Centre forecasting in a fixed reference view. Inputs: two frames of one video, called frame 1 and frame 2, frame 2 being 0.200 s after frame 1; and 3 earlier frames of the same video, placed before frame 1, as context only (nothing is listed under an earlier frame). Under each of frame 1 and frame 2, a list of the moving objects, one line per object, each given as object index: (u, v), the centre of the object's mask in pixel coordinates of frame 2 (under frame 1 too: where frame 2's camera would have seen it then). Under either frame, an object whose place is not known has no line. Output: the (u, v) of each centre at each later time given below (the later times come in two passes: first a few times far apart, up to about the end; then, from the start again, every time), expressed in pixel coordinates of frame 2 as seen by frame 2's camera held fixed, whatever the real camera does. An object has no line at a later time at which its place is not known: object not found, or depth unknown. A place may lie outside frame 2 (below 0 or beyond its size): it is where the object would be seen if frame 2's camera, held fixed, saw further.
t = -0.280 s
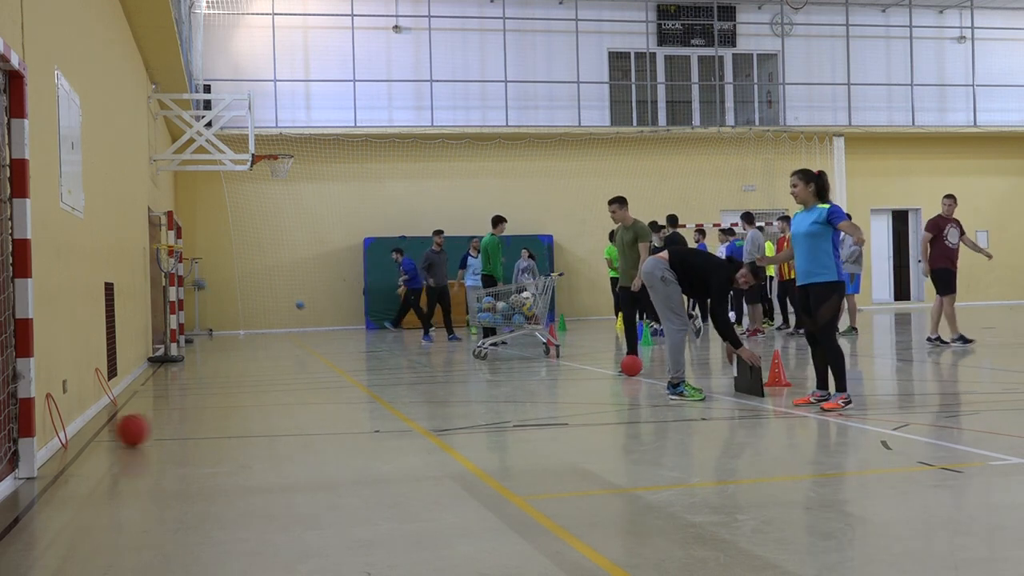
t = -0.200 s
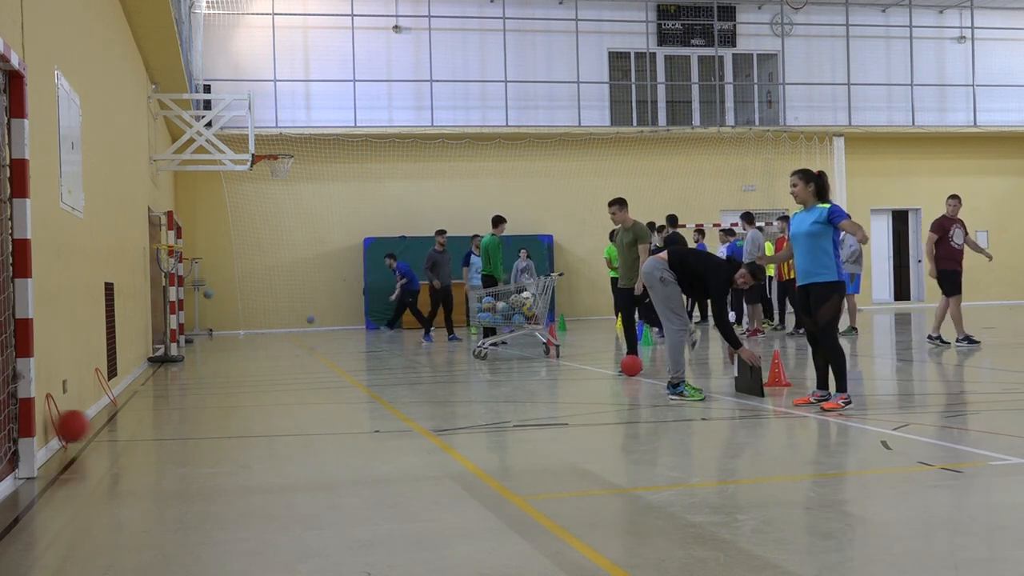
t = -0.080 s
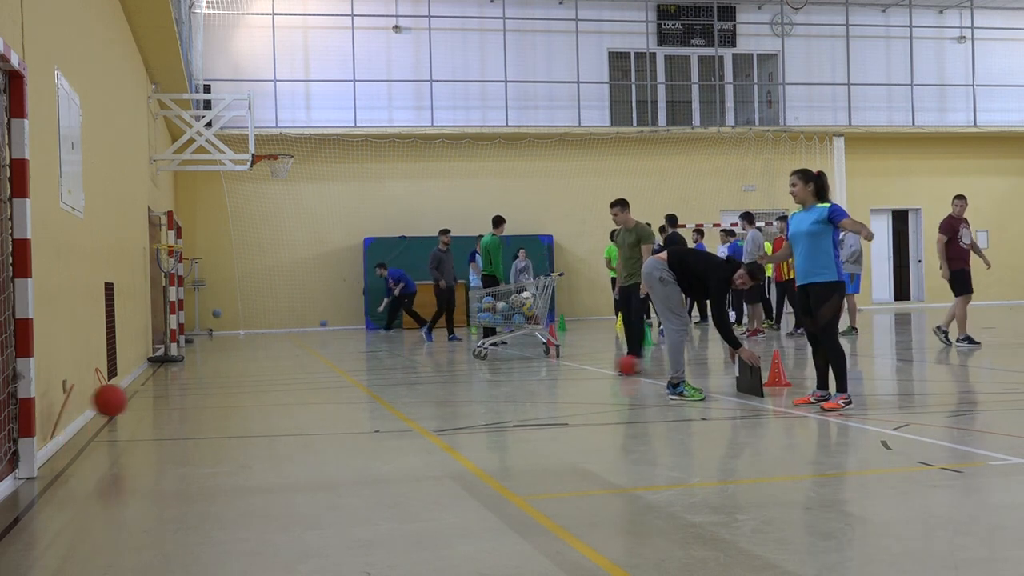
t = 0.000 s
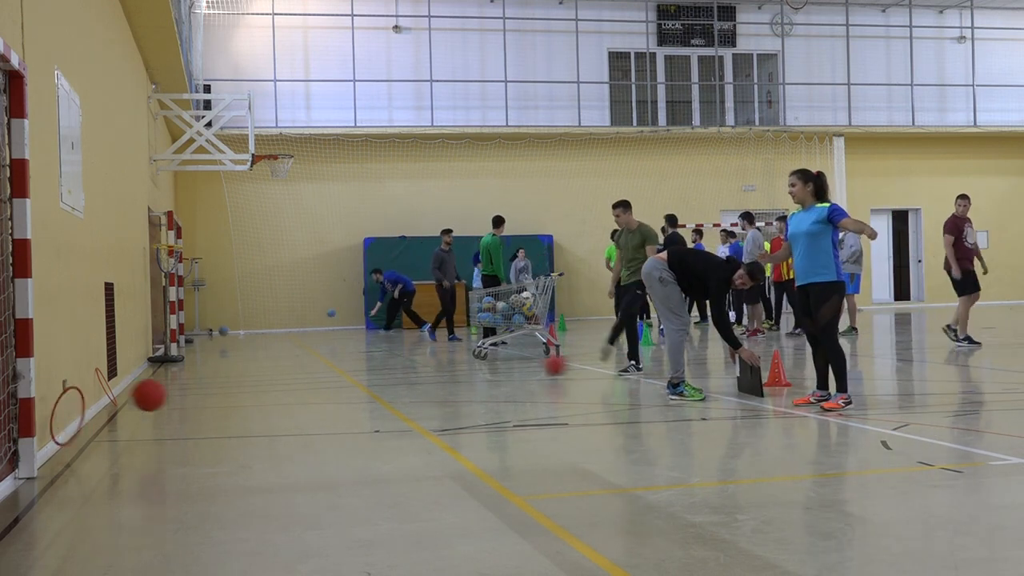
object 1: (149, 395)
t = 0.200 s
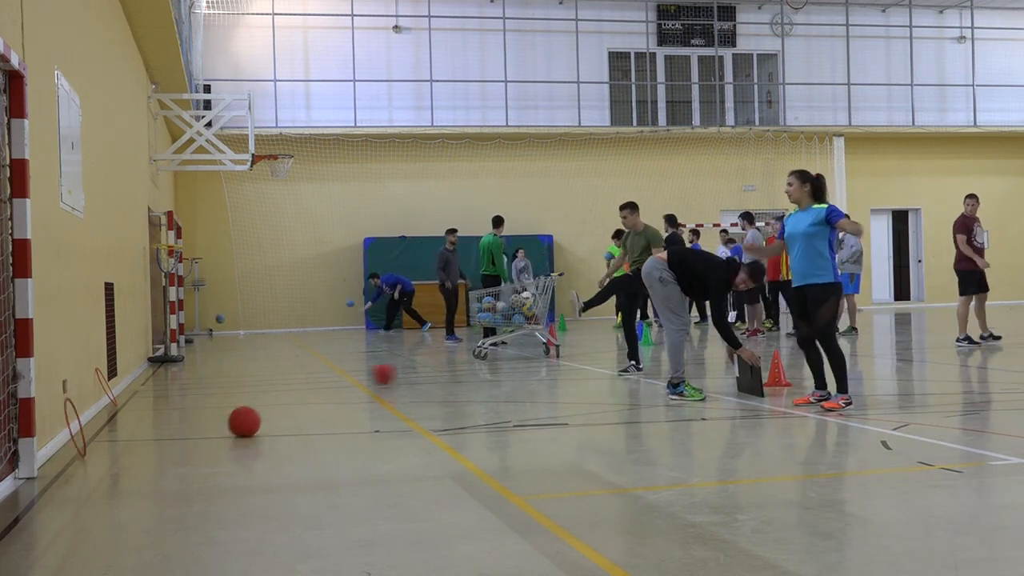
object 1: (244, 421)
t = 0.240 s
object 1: (251, 413)
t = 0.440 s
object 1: (287, 403)
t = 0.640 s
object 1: (324, 403)
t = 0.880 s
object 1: (369, 404)
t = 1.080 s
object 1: (403, 403)
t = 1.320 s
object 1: (441, 401)
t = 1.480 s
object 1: (465, 400)
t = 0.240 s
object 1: (251, 413)
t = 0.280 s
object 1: (258, 407)
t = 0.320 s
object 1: (265, 402)
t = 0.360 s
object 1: (272, 400)
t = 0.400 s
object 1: (280, 400)
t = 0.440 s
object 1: (287, 403)
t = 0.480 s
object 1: (294, 409)
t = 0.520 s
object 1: (301, 416)
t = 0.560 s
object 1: (309, 411)
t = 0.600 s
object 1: (316, 406)
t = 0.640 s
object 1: (324, 403)
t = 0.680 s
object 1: (331, 403)
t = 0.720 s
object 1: (339, 405)
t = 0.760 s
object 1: (346, 410)
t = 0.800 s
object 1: (354, 410)
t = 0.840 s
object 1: (361, 405)
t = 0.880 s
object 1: (369, 404)
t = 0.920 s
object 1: (376, 404)
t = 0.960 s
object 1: (383, 407)
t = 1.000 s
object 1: (389, 406)
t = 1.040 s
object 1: (396, 404)
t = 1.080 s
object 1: (403, 403)
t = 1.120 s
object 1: (409, 405)
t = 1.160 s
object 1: (416, 404)
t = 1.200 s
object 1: (422, 402)
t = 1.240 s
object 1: (429, 403)
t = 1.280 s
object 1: (435, 403)
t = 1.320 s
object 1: (441, 401)
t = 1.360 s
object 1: (448, 402)
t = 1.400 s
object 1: (454, 400)
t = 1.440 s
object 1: (459, 401)
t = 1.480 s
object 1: (465, 400)
